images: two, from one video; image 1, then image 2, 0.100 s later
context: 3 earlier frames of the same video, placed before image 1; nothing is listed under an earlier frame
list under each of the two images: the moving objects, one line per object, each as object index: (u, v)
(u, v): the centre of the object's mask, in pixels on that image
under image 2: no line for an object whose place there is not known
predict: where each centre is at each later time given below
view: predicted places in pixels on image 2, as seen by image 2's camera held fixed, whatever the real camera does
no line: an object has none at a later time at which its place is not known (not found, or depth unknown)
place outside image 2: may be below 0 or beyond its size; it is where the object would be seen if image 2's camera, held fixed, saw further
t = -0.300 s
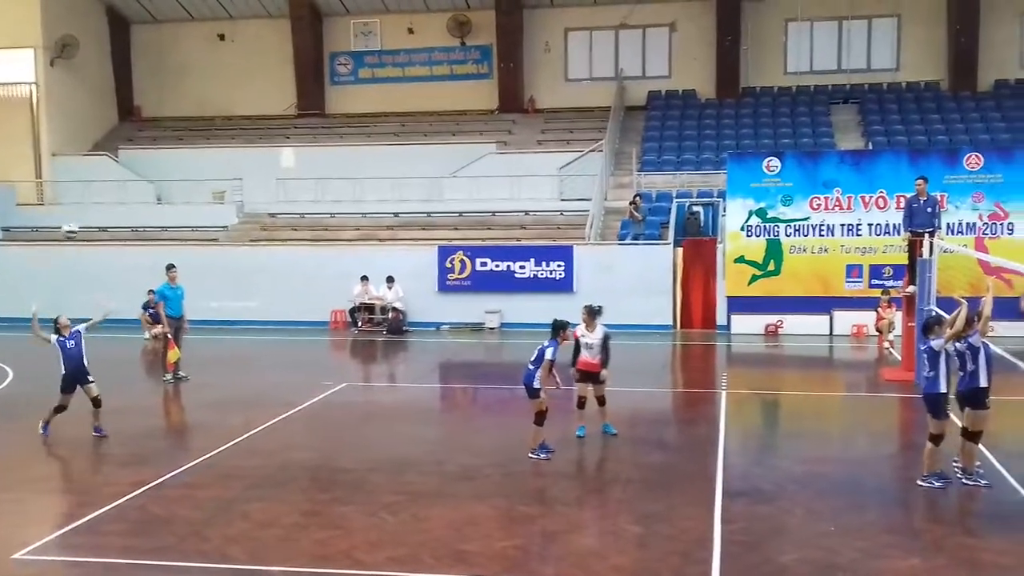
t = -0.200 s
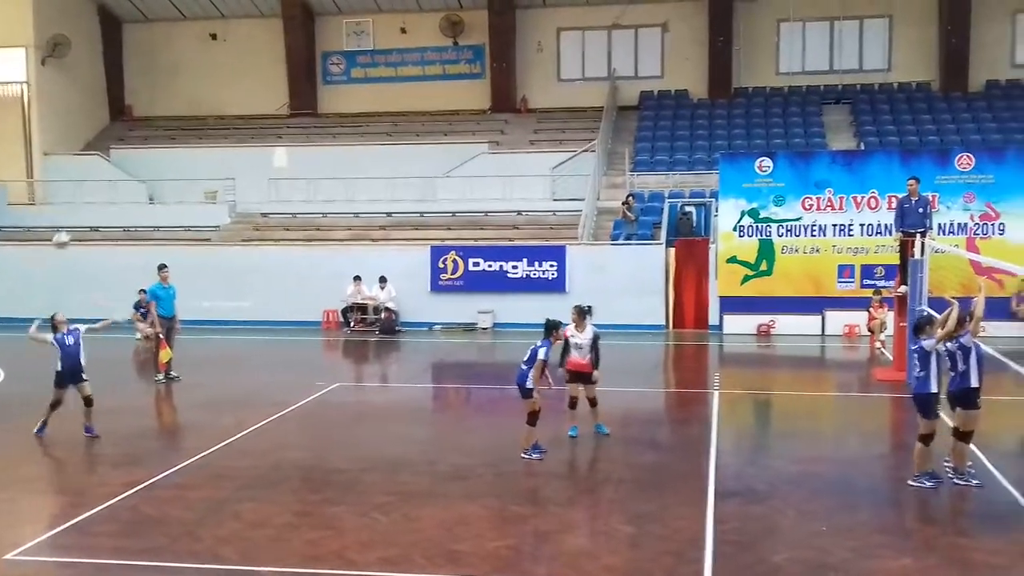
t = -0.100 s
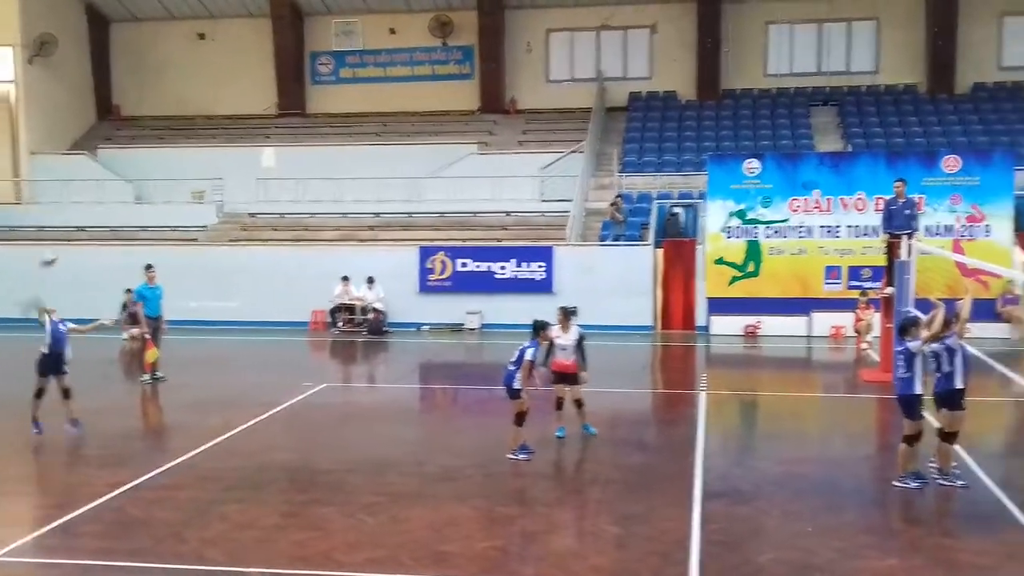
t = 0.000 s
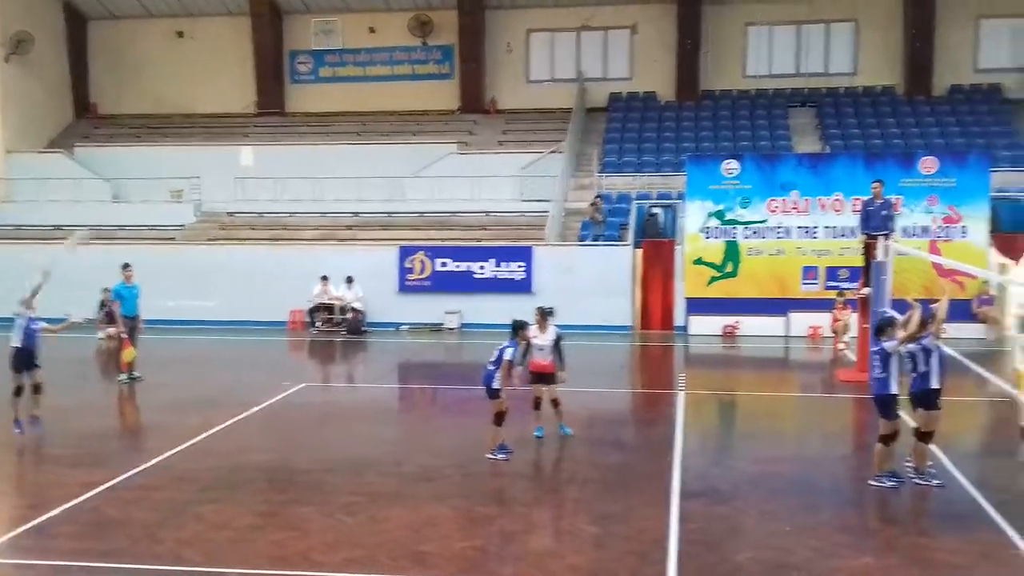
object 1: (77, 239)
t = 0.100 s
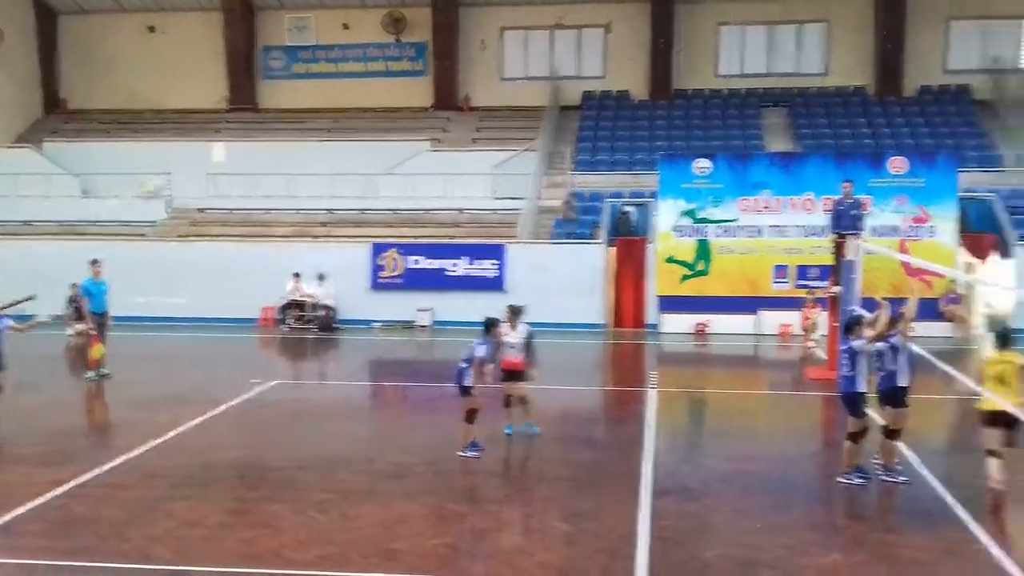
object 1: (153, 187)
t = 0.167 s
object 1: (217, 163)
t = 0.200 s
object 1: (251, 151)
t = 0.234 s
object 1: (284, 137)
